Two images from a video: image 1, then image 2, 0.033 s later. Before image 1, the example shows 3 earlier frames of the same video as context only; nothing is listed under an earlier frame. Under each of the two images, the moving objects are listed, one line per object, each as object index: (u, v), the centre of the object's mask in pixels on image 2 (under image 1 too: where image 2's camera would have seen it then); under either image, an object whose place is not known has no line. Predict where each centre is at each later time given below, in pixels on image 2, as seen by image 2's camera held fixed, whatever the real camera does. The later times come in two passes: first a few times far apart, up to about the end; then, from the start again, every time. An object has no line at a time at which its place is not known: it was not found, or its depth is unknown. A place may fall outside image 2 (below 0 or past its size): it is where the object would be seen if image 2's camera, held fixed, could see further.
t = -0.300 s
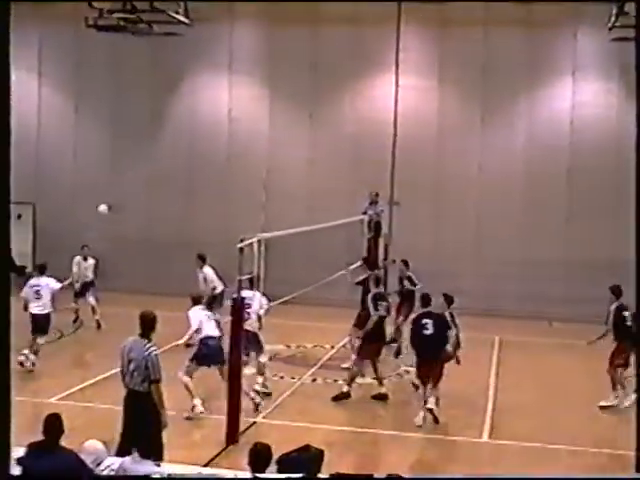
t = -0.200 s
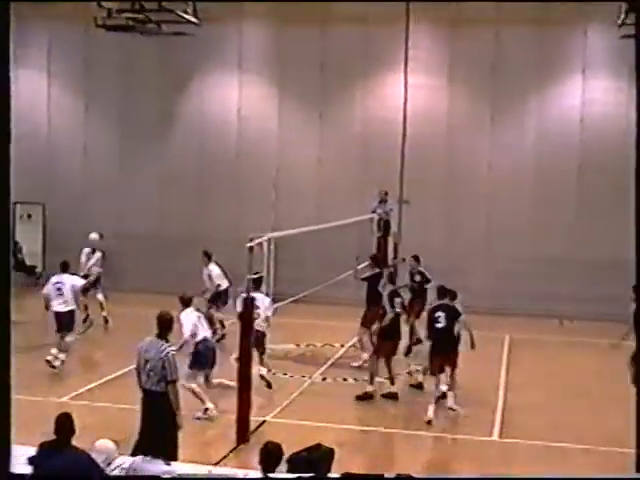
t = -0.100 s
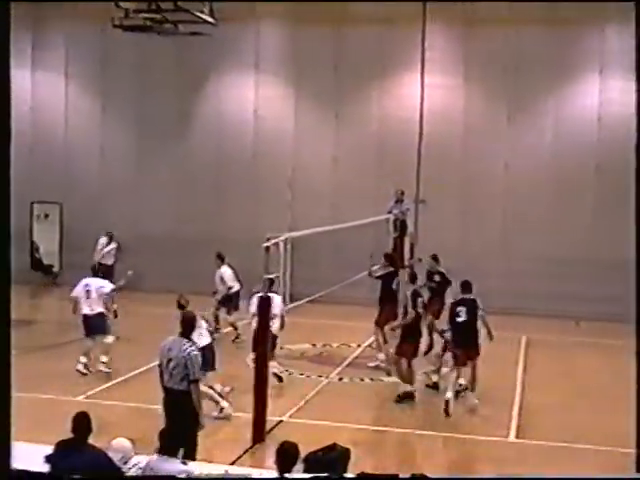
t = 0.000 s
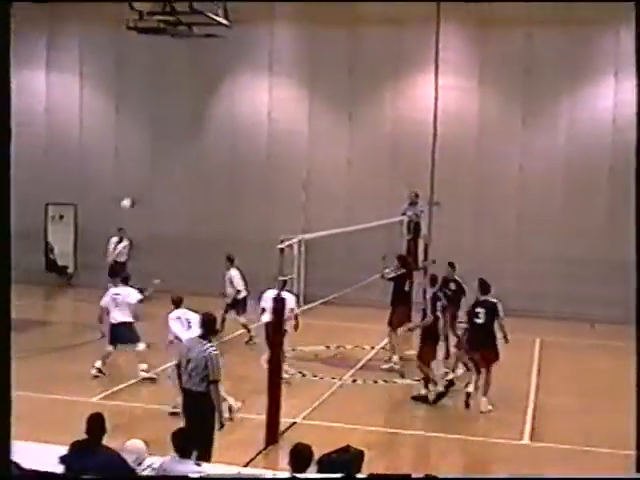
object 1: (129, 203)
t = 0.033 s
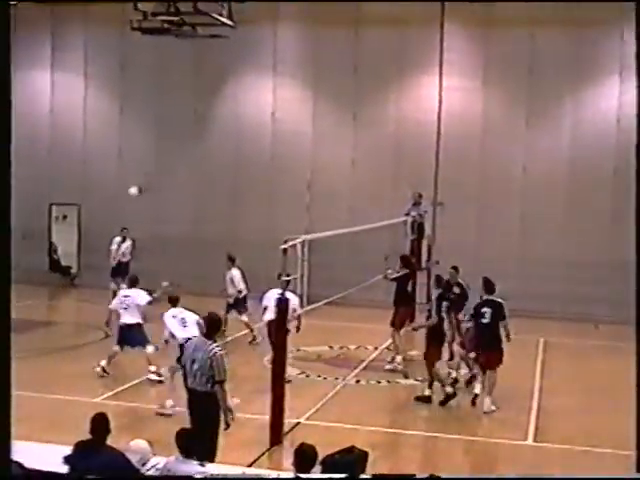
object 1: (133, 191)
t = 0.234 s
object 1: (152, 129)
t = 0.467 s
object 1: (173, 83)
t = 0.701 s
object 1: (194, 67)
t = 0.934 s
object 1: (217, 79)
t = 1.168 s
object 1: (239, 122)
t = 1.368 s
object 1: (256, 185)
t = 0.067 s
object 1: (136, 180)
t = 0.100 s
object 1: (139, 168)
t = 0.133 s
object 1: (143, 158)
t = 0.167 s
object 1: (146, 148)
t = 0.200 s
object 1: (150, 138)
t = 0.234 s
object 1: (152, 129)
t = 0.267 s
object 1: (156, 121)
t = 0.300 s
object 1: (158, 113)
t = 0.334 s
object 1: (161, 106)
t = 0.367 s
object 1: (164, 100)
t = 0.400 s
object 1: (167, 94)
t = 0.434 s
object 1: (169, 88)
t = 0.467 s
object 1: (173, 83)
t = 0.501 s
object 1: (175, 79)
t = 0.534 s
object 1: (178, 75)
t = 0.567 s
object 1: (182, 73)
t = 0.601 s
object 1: (185, 70)
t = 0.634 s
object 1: (188, 69)
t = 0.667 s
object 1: (191, 67)
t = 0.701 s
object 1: (194, 67)
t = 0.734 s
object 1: (197, 67)
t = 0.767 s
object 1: (200, 67)
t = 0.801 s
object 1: (203, 69)
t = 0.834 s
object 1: (207, 70)
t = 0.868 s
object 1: (209, 72)
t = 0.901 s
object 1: (214, 76)
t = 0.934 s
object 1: (217, 79)
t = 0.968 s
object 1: (220, 83)
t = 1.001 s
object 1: (223, 88)
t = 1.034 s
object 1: (226, 94)
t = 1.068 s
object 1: (229, 100)
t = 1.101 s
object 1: (233, 107)
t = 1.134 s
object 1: (236, 114)
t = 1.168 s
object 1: (239, 122)
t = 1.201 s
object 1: (241, 131)
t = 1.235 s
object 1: (244, 140)
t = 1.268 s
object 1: (247, 151)
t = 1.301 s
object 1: (250, 161)
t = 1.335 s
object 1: (253, 173)
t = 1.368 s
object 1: (256, 185)
